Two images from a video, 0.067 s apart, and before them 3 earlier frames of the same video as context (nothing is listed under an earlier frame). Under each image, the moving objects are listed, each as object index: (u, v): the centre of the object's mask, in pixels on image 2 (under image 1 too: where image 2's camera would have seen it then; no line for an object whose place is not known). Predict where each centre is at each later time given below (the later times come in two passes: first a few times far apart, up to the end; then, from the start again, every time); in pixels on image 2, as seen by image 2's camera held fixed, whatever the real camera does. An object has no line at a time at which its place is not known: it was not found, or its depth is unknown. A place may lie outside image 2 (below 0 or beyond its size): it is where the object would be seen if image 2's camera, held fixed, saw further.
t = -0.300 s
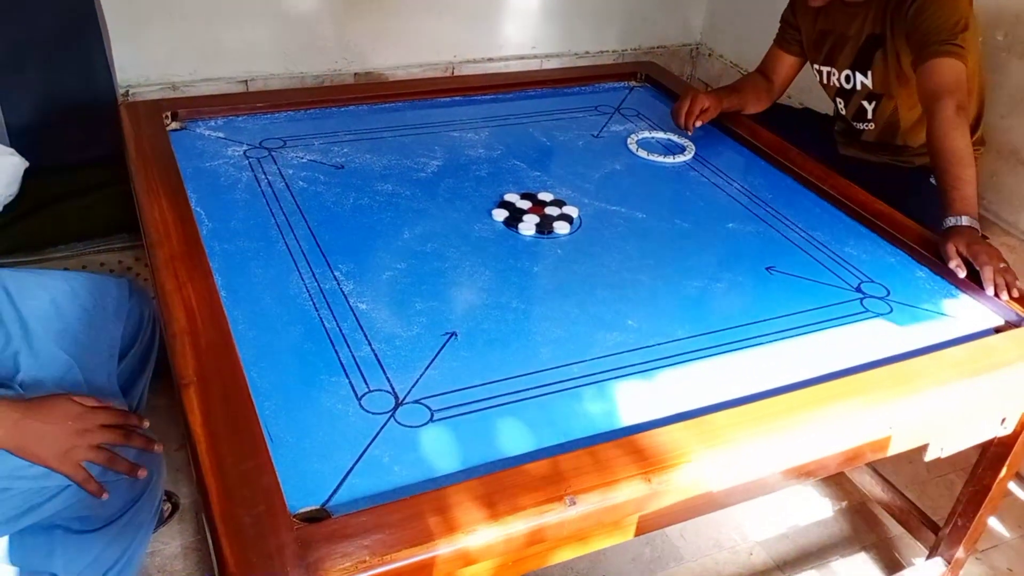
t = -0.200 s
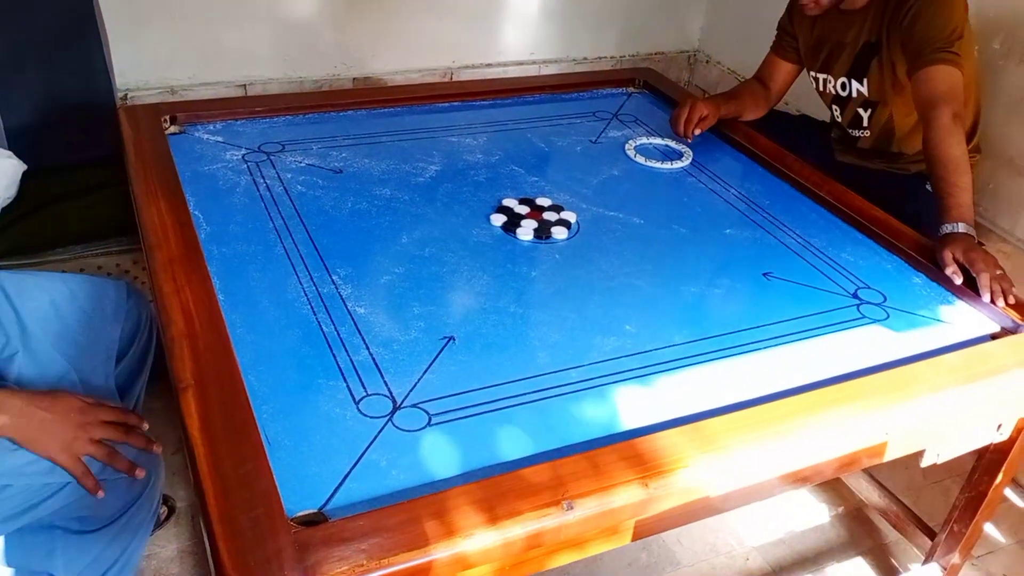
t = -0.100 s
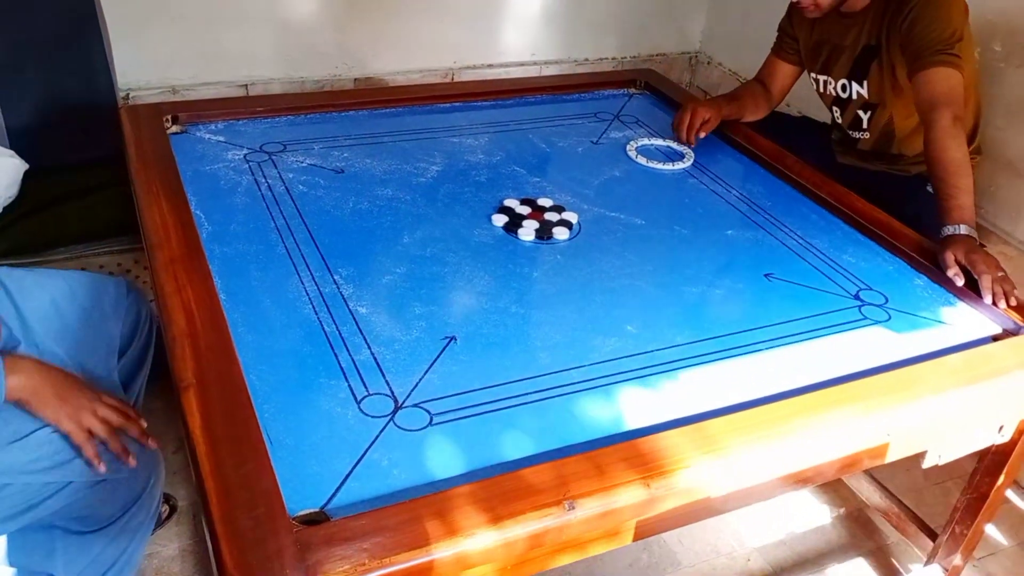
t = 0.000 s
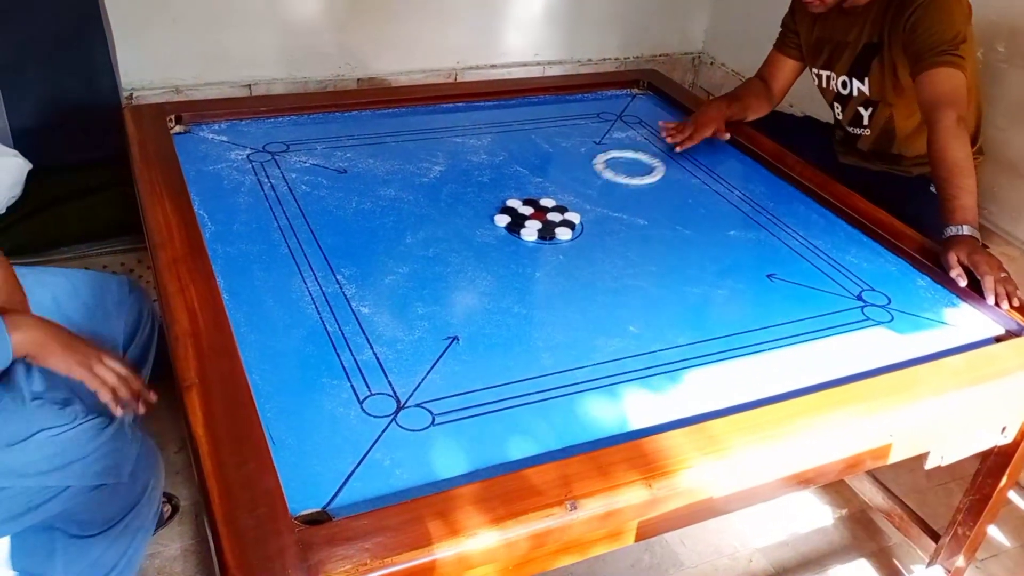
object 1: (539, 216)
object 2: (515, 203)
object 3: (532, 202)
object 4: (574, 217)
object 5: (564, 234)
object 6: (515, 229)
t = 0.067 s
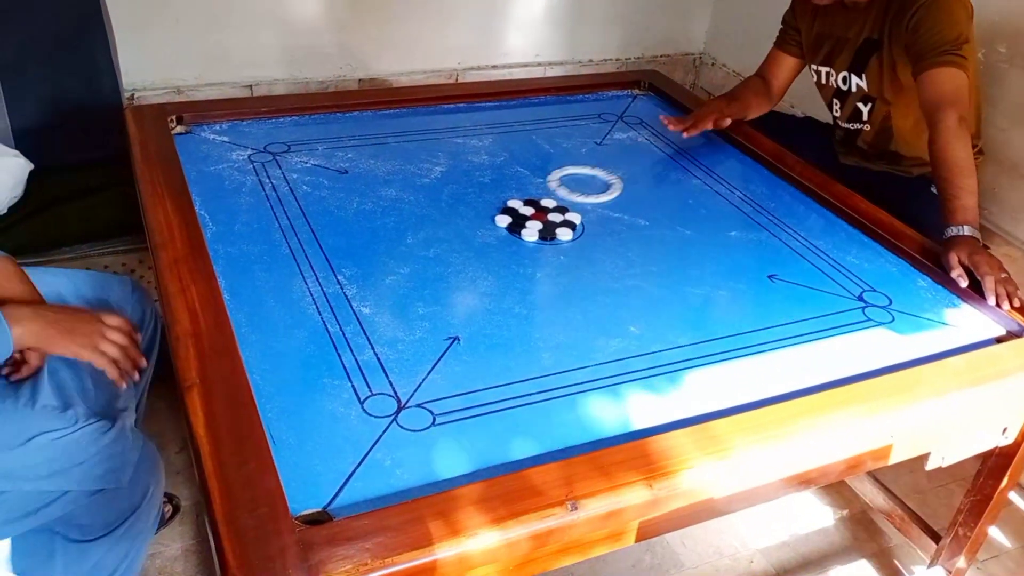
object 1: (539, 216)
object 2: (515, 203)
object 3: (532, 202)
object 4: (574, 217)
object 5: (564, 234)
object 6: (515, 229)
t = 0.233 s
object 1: (535, 237)
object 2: (459, 191)
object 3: (474, 200)
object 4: (588, 221)
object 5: (594, 252)
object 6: (473, 246)
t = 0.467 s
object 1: (532, 279)
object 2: (380, 171)
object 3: (370, 200)
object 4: (613, 227)
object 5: (645, 283)
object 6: (399, 279)
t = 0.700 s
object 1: (528, 314)
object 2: (310, 153)
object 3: (266, 199)
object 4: (635, 232)
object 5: (697, 313)
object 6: (317, 315)
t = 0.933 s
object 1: (524, 351)
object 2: (247, 138)
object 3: (214, 195)
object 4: (653, 236)
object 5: (748, 343)
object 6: (265, 344)
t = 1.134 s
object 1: (521, 384)
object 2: (198, 127)
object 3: (209, 203)
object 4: (664, 239)
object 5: (786, 362)
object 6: (324, 346)
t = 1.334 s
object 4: (671, 240)
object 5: (827, 385)
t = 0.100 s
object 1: (538, 217)
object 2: (510, 202)
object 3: (530, 202)
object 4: (574, 217)
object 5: (566, 235)
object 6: (512, 230)
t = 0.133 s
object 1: (537, 221)
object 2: (498, 199)
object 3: (517, 201)
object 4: (577, 218)
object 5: (573, 239)
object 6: (503, 233)
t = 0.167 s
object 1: (536, 227)
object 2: (485, 197)
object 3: (504, 201)
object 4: (581, 219)
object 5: (580, 244)
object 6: (493, 237)
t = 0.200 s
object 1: (536, 232)
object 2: (472, 194)
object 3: (489, 201)
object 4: (584, 220)
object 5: (587, 248)
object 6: (483, 242)
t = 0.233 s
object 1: (535, 237)
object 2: (459, 191)
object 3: (474, 200)
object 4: (588, 221)
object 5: (594, 252)
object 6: (473, 246)
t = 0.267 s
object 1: (535, 245)
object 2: (448, 188)
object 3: (459, 201)
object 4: (592, 222)
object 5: (601, 257)
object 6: (463, 251)
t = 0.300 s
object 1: (534, 252)
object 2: (436, 185)
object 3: (445, 200)
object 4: (596, 223)
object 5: (608, 261)
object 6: (453, 255)
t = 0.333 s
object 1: (533, 257)
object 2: (425, 182)
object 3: (430, 200)
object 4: (599, 224)
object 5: (616, 266)
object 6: (442, 260)
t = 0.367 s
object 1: (533, 263)
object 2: (413, 180)
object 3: (414, 200)
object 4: (603, 225)
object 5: (623, 270)
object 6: (432, 264)
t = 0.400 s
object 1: (532, 269)
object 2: (402, 177)
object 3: (399, 200)
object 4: (606, 226)
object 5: (630, 274)
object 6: (421, 269)
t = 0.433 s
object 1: (532, 274)
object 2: (391, 174)
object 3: (385, 200)
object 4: (610, 227)
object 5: (638, 279)
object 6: (410, 274)
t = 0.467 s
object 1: (532, 279)
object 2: (380, 171)
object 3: (370, 200)
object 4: (613, 227)
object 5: (645, 283)
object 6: (399, 279)
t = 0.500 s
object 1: (532, 284)
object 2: (369, 169)
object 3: (355, 200)
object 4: (617, 228)
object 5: (652, 287)
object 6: (388, 284)
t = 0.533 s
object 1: (531, 289)
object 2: (359, 166)
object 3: (340, 200)
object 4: (620, 229)
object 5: (660, 292)
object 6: (377, 289)
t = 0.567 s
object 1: (530, 294)
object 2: (349, 163)
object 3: (326, 199)
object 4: (623, 229)
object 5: (668, 296)
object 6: (365, 294)
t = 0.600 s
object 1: (530, 299)
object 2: (339, 161)
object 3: (311, 199)
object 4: (626, 230)
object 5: (675, 300)
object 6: (353, 299)
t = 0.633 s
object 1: (529, 304)
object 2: (329, 158)
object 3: (296, 199)
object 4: (629, 230)
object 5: (682, 305)
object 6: (341, 304)
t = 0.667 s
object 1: (529, 309)
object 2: (319, 156)
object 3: (281, 199)
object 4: (632, 231)
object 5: (690, 309)
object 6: (329, 309)
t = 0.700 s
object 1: (528, 314)
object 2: (310, 153)
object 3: (266, 199)
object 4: (635, 232)
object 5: (697, 313)
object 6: (317, 315)
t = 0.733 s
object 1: (528, 319)
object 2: (300, 151)
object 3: (252, 199)
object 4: (638, 232)
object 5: (704, 318)
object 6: (304, 320)
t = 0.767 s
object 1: (527, 325)
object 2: (291, 149)
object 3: (237, 199)
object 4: (641, 233)
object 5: (712, 322)
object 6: (292, 325)
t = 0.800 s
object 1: (527, 330)
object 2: (282, 147)
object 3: (223, 199)
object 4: (644, 234)
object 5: (719, 327)
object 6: (279, 331)
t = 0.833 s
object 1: (526, 335)
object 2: (273, 145)
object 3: (209, 199)
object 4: (646, 234)
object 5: (726, 331)
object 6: (266, 336)
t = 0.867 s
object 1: (525, 340)
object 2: (264, 142)
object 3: (204, 197)
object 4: (649, 235)
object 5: (733, 335)
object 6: (253, 342)
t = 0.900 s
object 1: (525, 346)
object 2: (255, 140)
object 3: (214, 196)
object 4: (651, 235)
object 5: (740, 339)
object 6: (255, 344)
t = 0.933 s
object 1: (524, 351)
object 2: (247, 138)
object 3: (214, 195)
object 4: (653, 236)
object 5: (748, 343)
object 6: (265, 344)
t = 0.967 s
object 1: (524, 356)
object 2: (238, 136)
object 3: (204, 197)
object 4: (655, 236)
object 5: (754, 346)
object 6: (276, 345)
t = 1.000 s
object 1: (524, 362)
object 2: (230, 134)
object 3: (203, 197)
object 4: (657, 237)
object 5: (760, 349)
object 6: (286, 345)
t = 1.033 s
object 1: (522, 367)
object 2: (222, 132)
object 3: (202, 199)
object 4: (659, 237)
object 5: (765, 351)
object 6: (296, 346)
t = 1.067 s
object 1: (522, 373)
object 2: (214, 130)
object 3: (202, 201)
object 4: (661, 238)
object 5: (771, 355)
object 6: (305, 346)
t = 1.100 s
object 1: (521, 378)
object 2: (206, 128)
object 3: (205, 202)
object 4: (663, 238)
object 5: (779, 359)
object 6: (314, 346)
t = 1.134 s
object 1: (521, 384)
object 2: (198, 127)
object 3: (209, 203)
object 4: (664, 239)
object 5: (786, 362)
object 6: (324, 346)
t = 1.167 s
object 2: (191, 125)
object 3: (213, 203)
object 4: (666, 239)
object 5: (794, 367)
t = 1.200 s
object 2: (189, 128)
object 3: (216, 204)
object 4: (667, 239)
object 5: (802, 372)
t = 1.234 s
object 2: (186, 130)
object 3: (220, 205)
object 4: (668, 239)
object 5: (810, 378)
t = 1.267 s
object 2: (182, 131)
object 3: (224, 205)
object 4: (669, 240)
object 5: (817, 381)
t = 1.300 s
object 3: (228, 206)
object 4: (670, 240)
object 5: (822, 383)
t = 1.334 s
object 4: (671, 240)
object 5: (827, 385)
